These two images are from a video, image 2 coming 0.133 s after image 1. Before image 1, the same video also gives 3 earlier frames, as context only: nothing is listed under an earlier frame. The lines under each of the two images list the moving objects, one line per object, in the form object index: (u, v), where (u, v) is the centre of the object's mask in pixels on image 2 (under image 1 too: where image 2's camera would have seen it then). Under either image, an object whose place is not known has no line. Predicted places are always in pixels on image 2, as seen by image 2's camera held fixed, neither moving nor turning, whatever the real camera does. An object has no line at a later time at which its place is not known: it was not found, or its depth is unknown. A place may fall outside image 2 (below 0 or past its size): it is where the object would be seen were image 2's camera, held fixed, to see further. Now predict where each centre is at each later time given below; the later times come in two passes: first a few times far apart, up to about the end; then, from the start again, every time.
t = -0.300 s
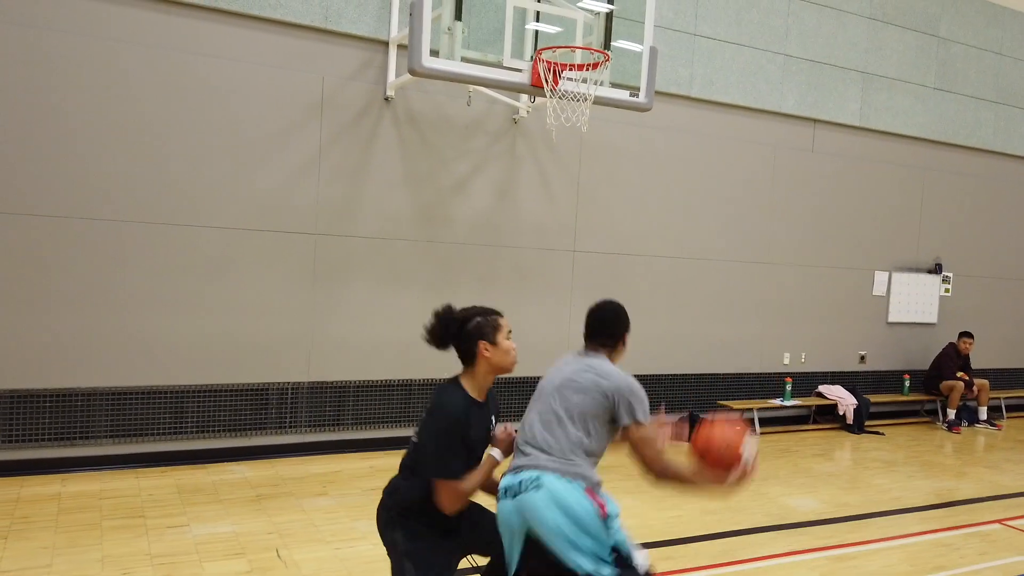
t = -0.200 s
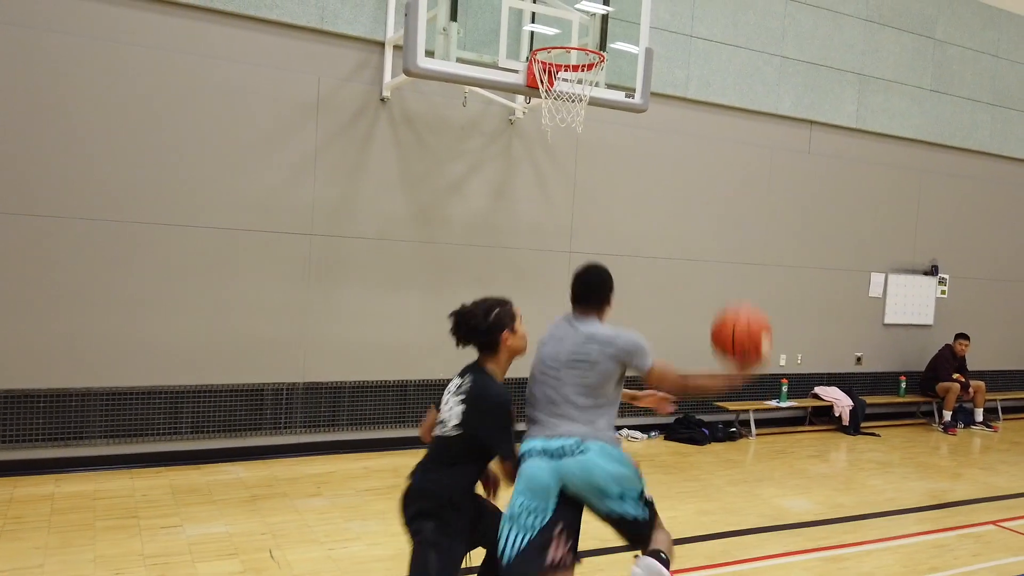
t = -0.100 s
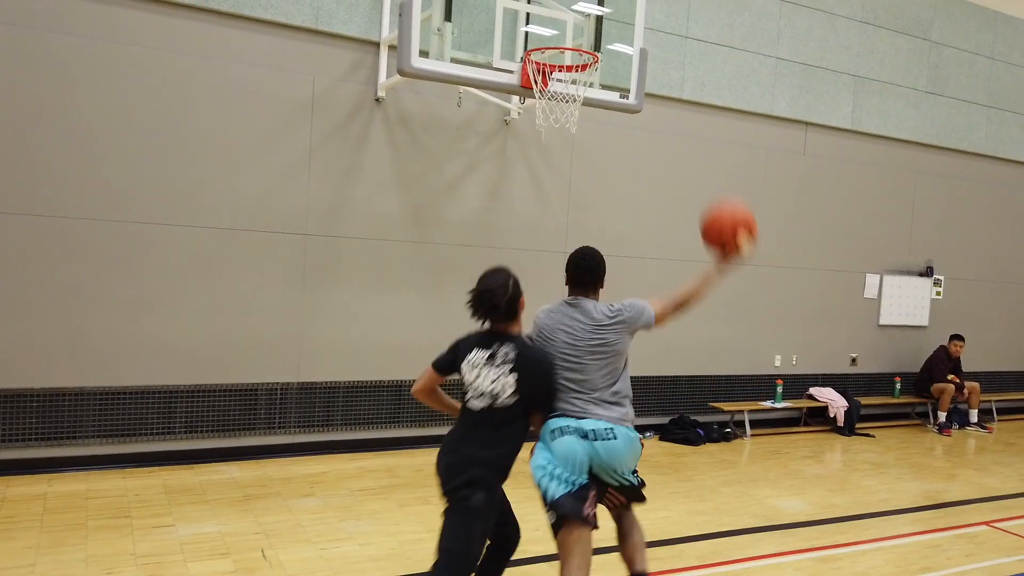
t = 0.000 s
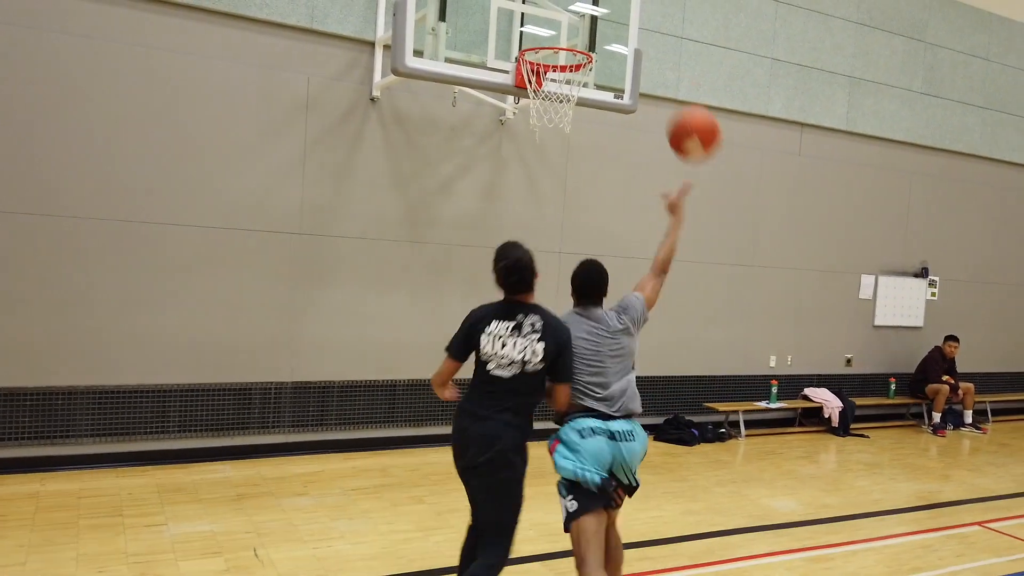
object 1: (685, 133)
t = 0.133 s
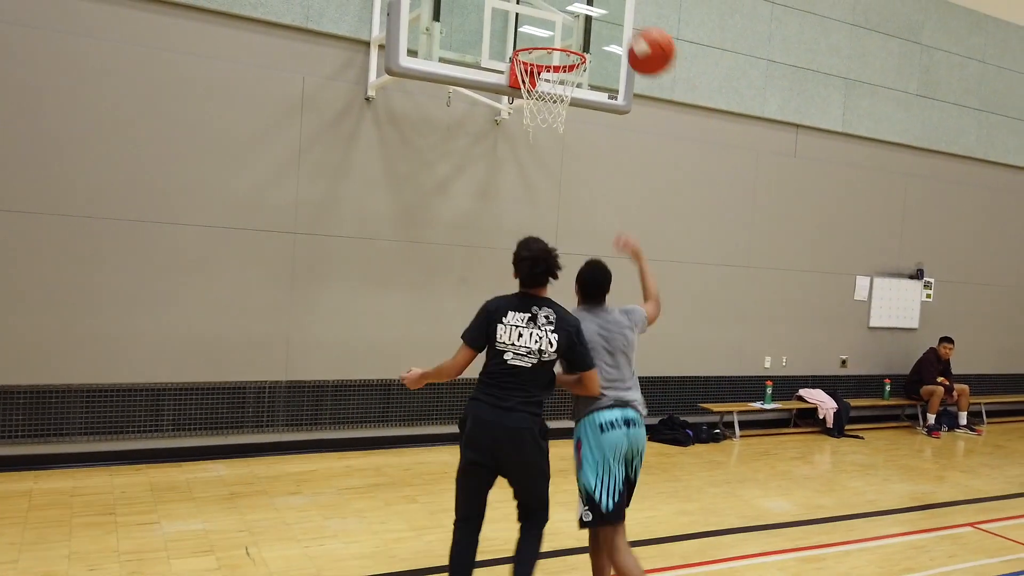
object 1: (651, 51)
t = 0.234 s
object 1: (626, 18)
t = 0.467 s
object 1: (573, 14)
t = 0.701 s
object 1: (550, 71)
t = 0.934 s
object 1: (576, 117)
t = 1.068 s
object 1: (586, 171)
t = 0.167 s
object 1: (643, 38)
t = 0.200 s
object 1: (634, 27)
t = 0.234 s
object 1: (626, 18)
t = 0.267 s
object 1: (618, 14)
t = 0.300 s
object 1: (610, 11)
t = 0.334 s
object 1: (602, 9)
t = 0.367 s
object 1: (594, 7)
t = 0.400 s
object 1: (587, 7)
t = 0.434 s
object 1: (580, 9)
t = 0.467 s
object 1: (573, 14)
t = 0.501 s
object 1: (566, 21)
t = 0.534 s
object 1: (560, 28)
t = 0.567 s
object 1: (553, 37)
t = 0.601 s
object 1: (546, 51)
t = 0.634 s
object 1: (541, 62)
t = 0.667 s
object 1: (545, 66)
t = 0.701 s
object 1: (550, 71)
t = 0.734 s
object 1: (555, 82)
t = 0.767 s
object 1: (559, 87)
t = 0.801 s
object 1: (564, 92)
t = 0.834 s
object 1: (567, 98)
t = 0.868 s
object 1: (570, 100)
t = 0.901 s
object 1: (573, 108)
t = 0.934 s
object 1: (576, 117)
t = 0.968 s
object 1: (579, 127)
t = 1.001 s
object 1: (581, 140)
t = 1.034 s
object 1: (584, 155)
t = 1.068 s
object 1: (586, 171)
